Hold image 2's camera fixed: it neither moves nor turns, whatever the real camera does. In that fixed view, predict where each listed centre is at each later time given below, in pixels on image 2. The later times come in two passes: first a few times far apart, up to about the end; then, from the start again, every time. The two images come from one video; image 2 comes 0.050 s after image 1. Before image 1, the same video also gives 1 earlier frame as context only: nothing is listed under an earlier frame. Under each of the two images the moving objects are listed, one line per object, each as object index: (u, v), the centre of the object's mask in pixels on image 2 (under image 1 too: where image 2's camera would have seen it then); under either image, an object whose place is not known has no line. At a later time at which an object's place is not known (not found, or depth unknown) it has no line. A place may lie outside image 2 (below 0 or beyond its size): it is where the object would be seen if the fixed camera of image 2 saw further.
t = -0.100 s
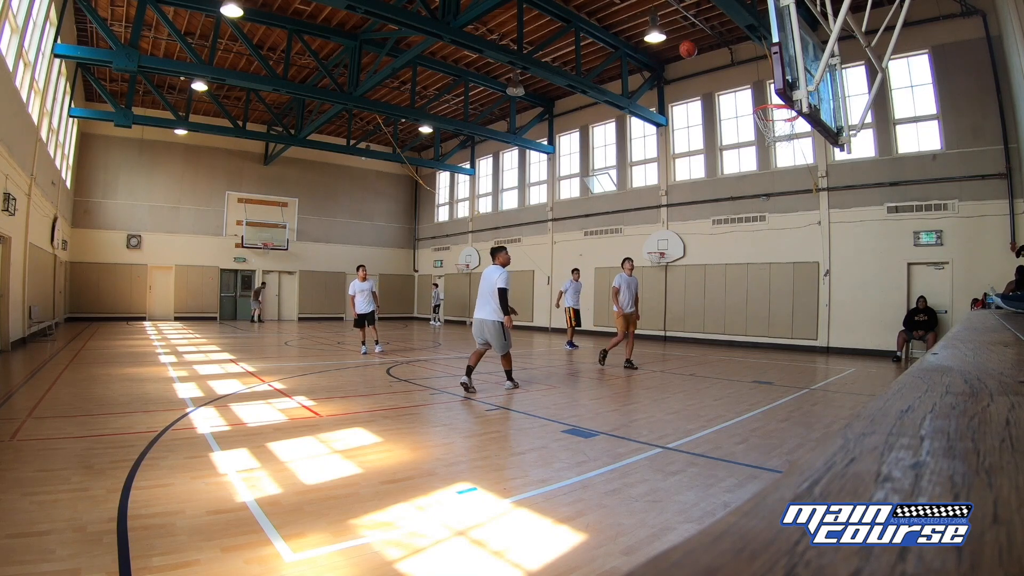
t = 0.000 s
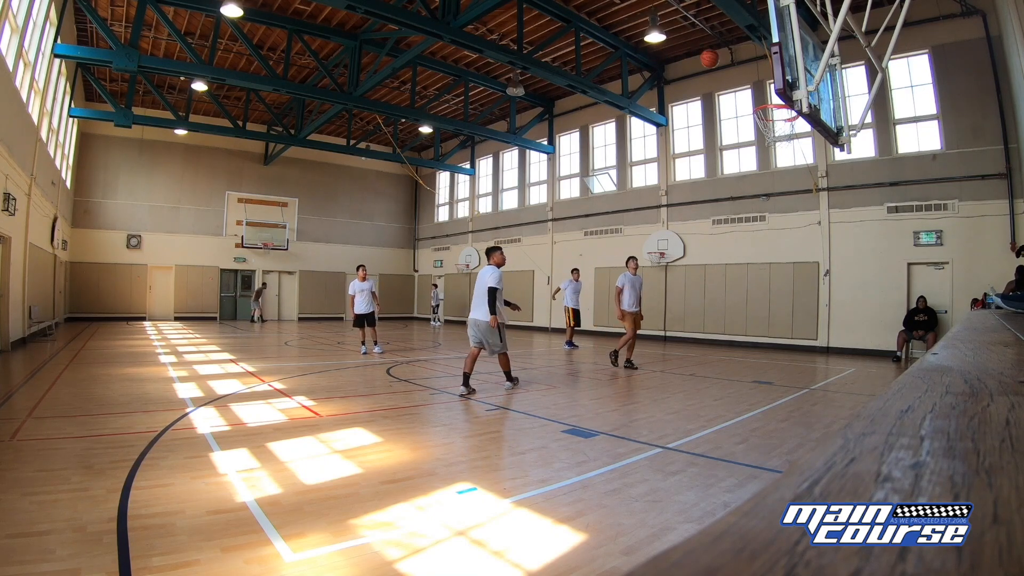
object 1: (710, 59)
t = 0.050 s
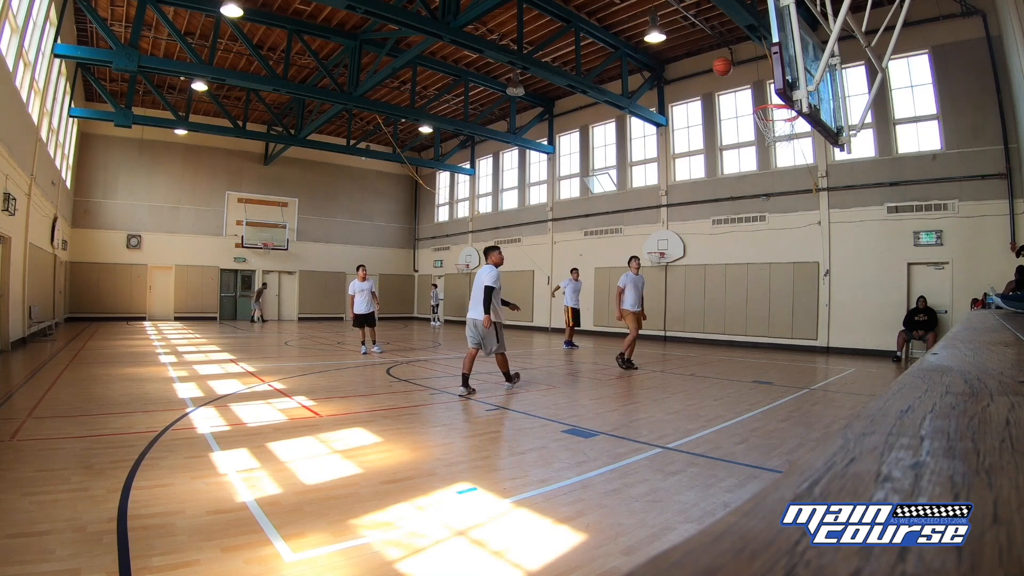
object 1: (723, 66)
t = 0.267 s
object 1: (789, 133)
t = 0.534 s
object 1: (839, 204)
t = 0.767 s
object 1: (887, 356)
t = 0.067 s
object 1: (727, 69)
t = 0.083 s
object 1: (731, 73)
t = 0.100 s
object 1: (736, 77)
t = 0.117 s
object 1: (741, 81)
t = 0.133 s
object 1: (746, 85)
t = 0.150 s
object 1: (751, 90)
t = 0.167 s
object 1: (756, 95)
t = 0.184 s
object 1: (761, 99)
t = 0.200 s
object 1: (767, 108)
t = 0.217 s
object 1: (772, 116)
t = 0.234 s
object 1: (779, 121)
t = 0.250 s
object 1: (784, 129)
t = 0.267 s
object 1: (789, 133)
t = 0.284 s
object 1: (792, 135)
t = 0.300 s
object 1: (795, 137)
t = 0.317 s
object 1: (798, 140)
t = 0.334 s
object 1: (801, 142)
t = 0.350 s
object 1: (804, 146)
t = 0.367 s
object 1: (807, 149)
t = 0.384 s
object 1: (810, 153)
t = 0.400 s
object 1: (813, 157)
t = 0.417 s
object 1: (816, 162)
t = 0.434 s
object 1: (819, 167)
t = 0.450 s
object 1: (822, 172)
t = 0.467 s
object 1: (825, 178)
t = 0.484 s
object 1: (829, 184)
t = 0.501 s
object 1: (832, 190)
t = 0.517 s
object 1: (836, 197)
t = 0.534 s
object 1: (839, 204)
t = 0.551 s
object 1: (842, 212)
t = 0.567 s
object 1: (846, 220)
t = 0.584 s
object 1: (849, 228)
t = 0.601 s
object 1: (853, 238)
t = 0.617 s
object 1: (856, 247)
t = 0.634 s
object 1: (862, 257)
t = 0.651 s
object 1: (865, 268)
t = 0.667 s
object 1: (867, 279)
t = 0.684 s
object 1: (871, 290)
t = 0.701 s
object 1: (874, 302)
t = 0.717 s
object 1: (877, 315)
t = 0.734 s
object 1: (881, 328)
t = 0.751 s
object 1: (883, 342)
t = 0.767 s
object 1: (887, 356)
